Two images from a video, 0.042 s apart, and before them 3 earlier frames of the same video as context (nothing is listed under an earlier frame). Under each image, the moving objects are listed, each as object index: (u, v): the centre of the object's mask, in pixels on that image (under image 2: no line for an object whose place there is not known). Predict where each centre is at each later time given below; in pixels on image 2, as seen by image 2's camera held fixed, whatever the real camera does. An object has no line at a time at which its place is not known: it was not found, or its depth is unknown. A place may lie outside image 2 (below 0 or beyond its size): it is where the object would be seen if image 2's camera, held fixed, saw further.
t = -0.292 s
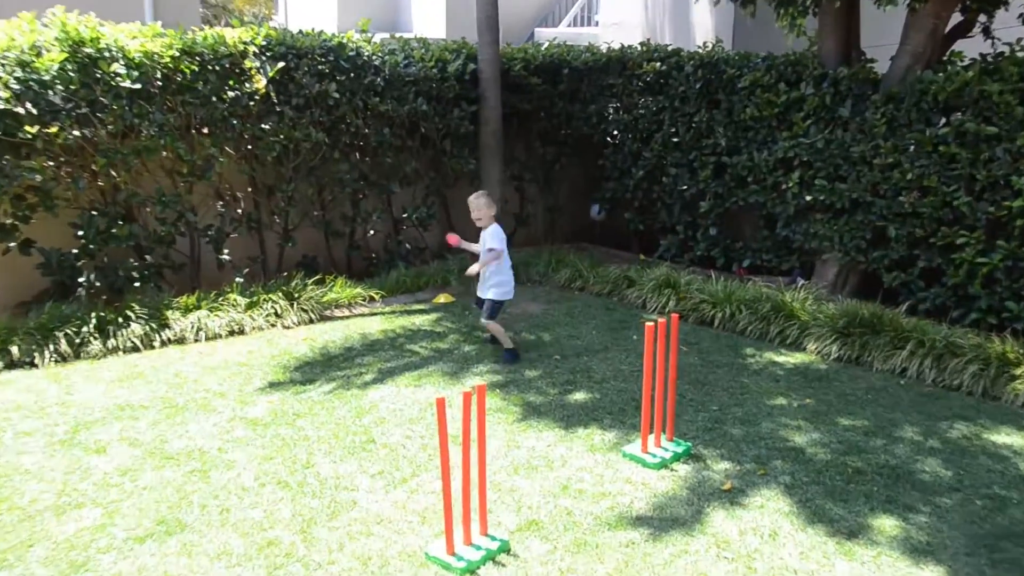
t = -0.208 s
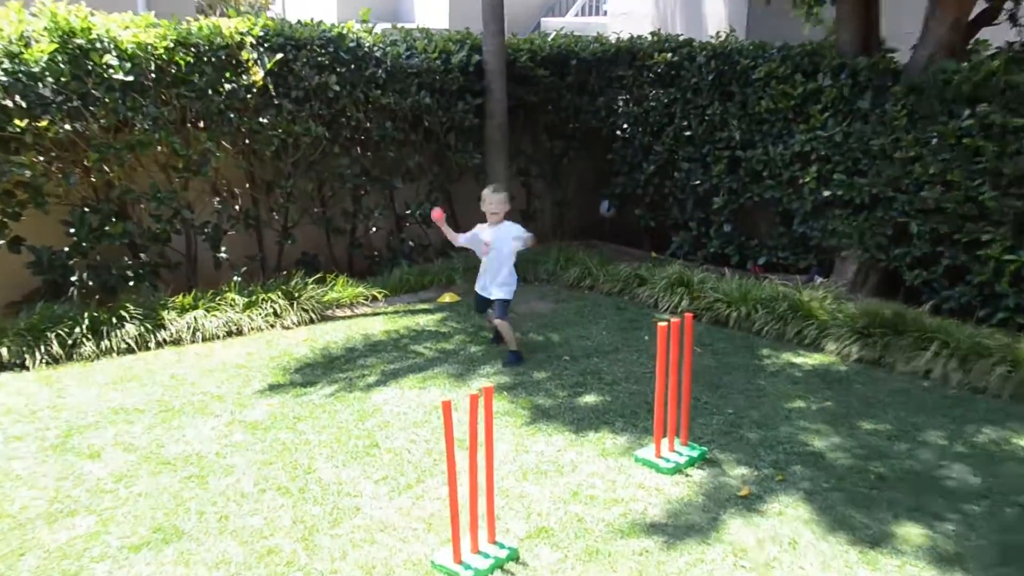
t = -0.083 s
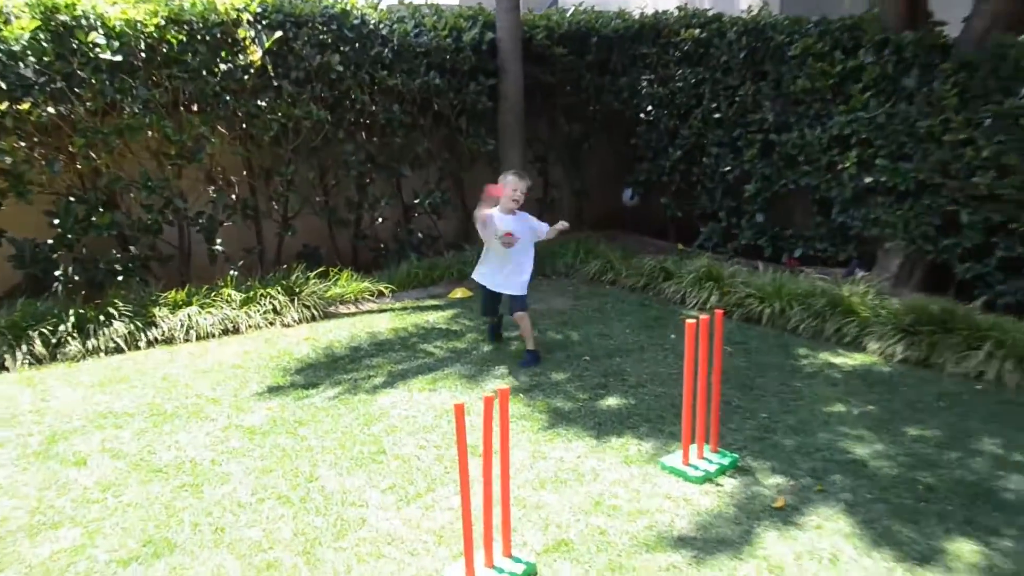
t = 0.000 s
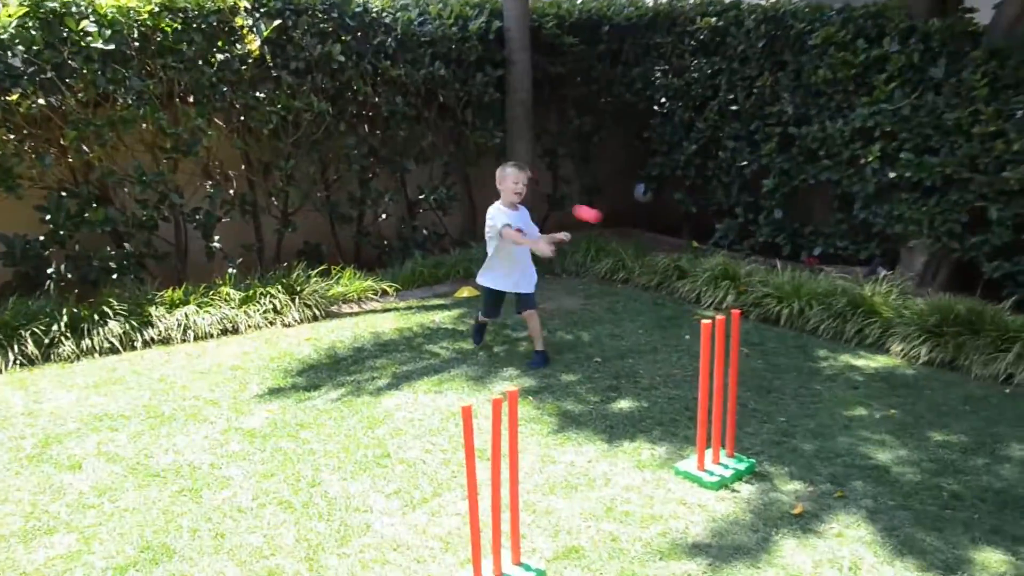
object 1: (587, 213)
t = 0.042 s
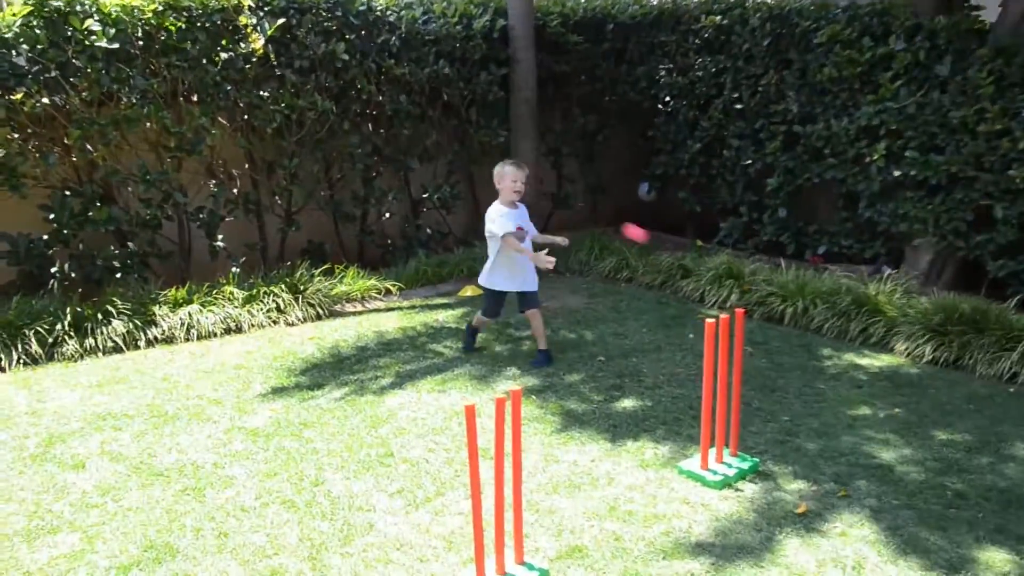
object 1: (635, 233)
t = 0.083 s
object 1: (682, 258)
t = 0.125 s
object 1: (731, 288)
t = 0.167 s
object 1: (782, 326)
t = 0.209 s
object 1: (838, 370)
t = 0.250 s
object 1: (882, 408)
